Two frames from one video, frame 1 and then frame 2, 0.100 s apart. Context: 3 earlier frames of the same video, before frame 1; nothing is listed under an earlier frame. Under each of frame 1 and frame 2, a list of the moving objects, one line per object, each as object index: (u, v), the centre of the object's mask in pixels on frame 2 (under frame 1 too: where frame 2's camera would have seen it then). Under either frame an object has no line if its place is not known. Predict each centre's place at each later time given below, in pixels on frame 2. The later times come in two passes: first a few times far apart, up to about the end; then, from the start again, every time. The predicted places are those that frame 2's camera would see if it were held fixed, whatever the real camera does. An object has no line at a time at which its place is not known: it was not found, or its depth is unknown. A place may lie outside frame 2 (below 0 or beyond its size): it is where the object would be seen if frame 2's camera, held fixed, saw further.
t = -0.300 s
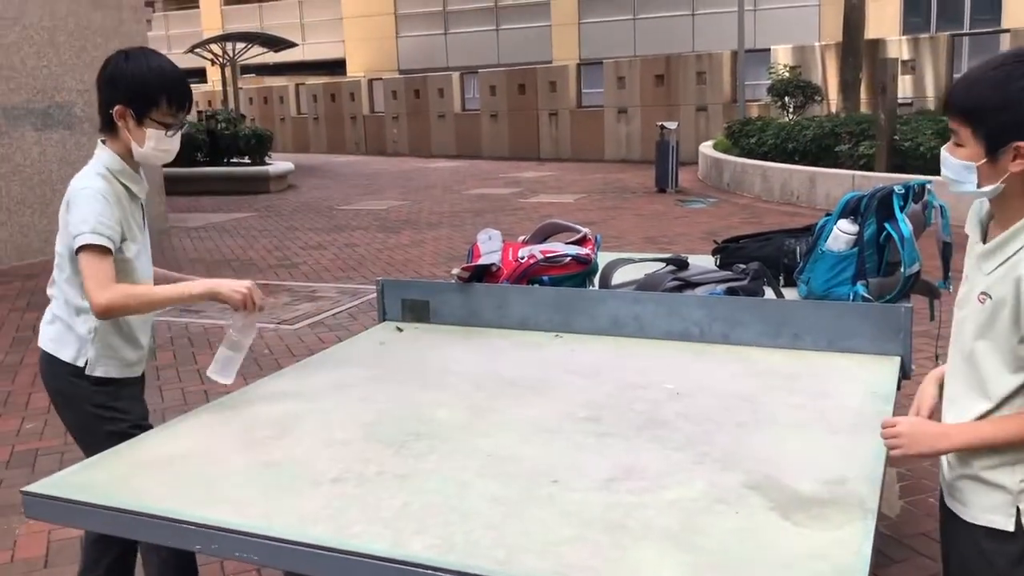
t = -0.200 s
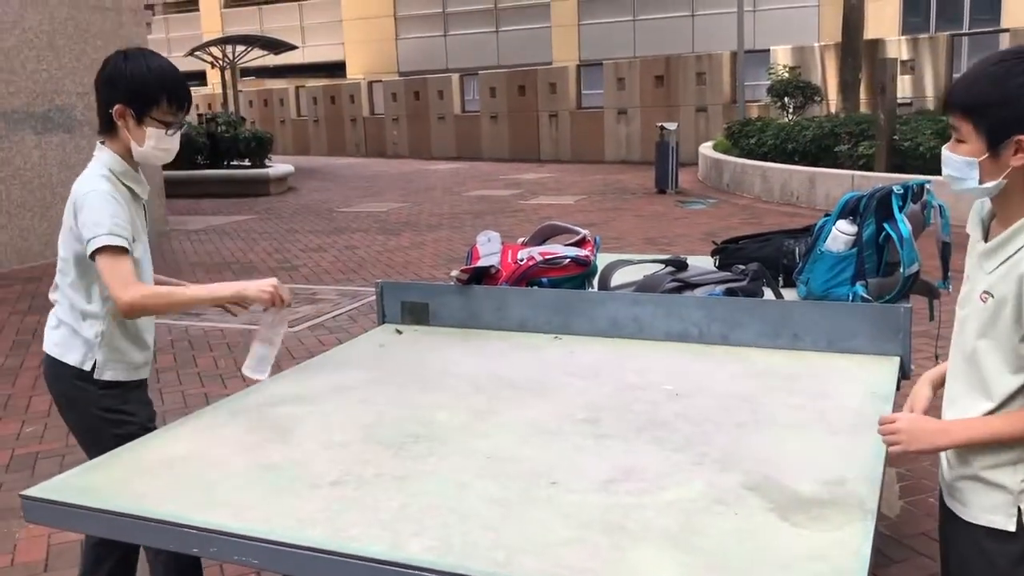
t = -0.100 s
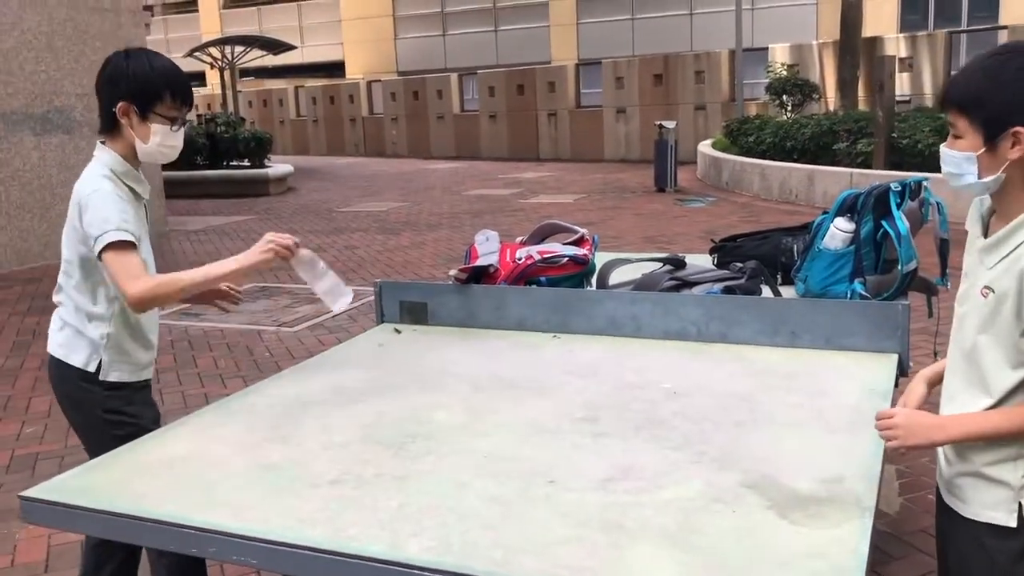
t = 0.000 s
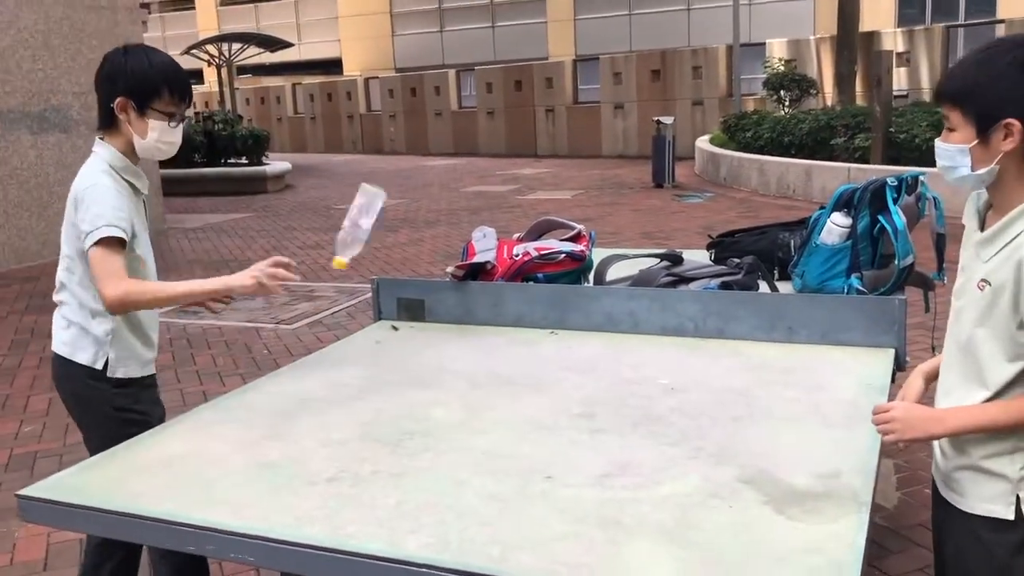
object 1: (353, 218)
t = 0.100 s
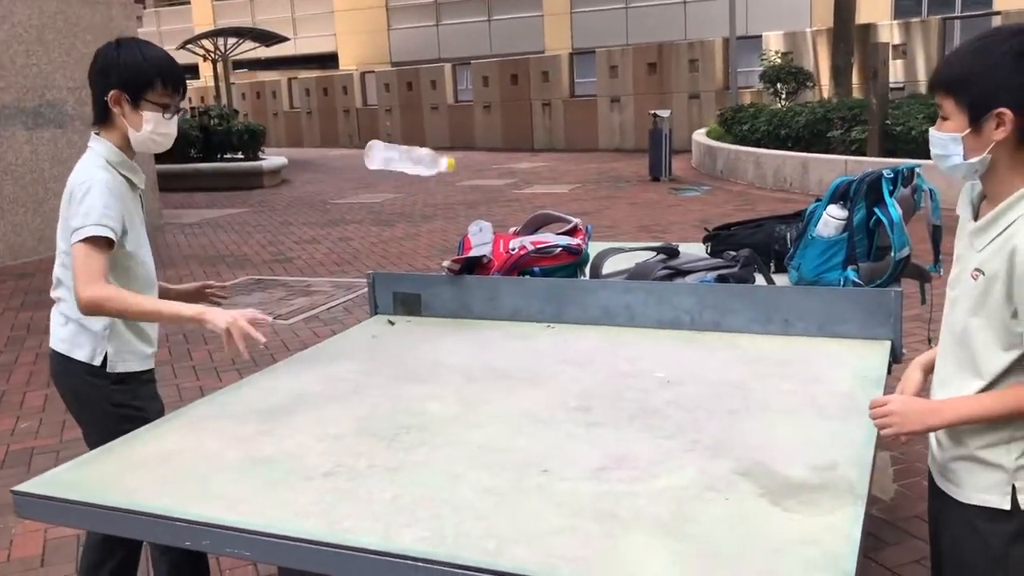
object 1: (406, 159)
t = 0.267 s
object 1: (466, 171)
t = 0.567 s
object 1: (604, 390)
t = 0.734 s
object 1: (667, 397)
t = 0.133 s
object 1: (418, 150)
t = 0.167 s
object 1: (430, 146)
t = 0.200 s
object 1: (442, 148)
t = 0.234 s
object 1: (454, 156)
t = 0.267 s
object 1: (466, 171)
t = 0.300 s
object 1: (478, 192)
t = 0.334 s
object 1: (492, 218)
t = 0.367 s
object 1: (506, 251)
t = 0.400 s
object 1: (524, 290)
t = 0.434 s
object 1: (540, 330)
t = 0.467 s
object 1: (560, 386)
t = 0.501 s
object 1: (573, 395)
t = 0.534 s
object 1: (590, 391)
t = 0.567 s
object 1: (604, 390)
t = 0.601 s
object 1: (619, 393)
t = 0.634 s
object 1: (630, 396)
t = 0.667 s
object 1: (644, 397)
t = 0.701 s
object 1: (657, 397)
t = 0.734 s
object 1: (667, 397)
